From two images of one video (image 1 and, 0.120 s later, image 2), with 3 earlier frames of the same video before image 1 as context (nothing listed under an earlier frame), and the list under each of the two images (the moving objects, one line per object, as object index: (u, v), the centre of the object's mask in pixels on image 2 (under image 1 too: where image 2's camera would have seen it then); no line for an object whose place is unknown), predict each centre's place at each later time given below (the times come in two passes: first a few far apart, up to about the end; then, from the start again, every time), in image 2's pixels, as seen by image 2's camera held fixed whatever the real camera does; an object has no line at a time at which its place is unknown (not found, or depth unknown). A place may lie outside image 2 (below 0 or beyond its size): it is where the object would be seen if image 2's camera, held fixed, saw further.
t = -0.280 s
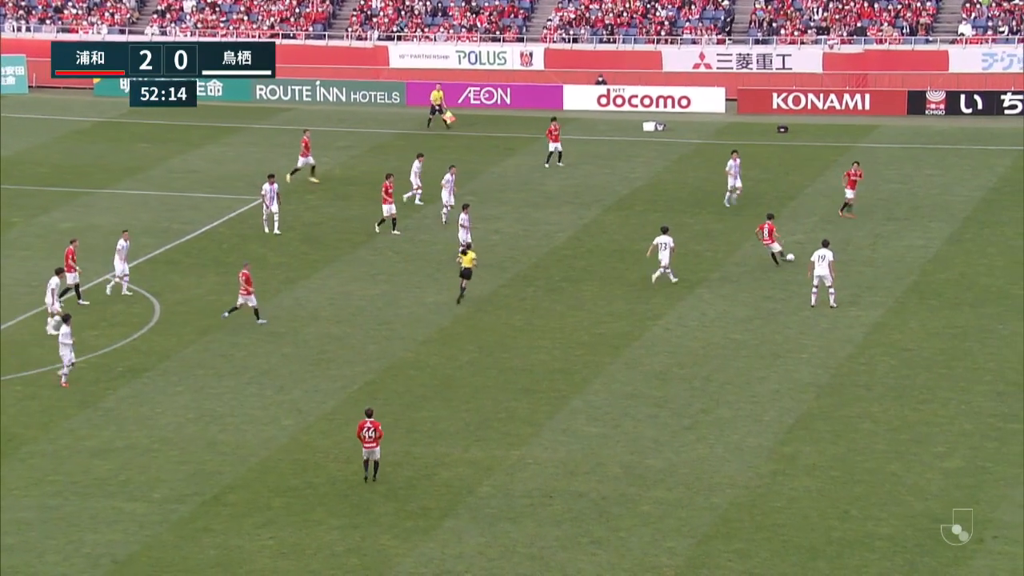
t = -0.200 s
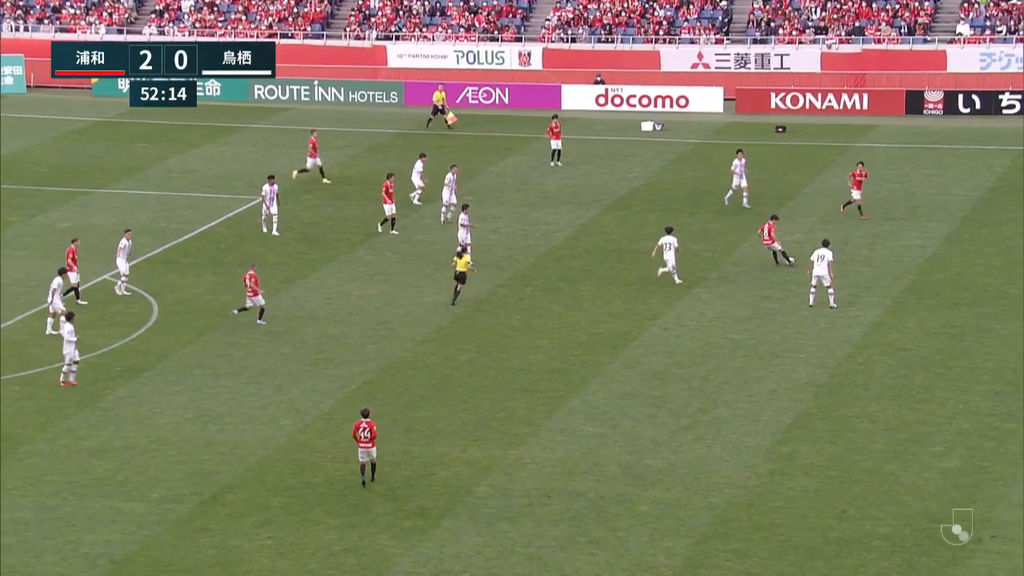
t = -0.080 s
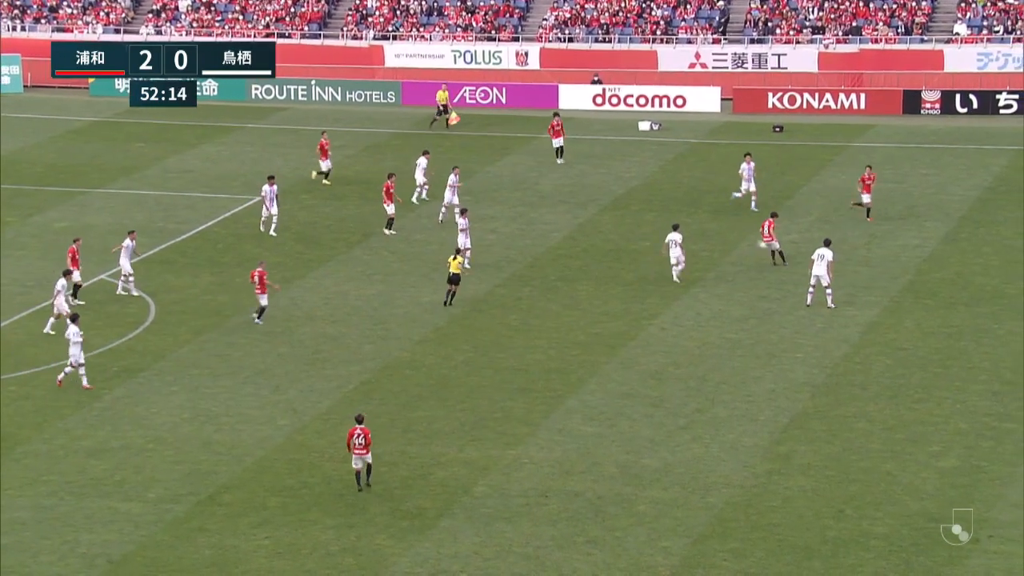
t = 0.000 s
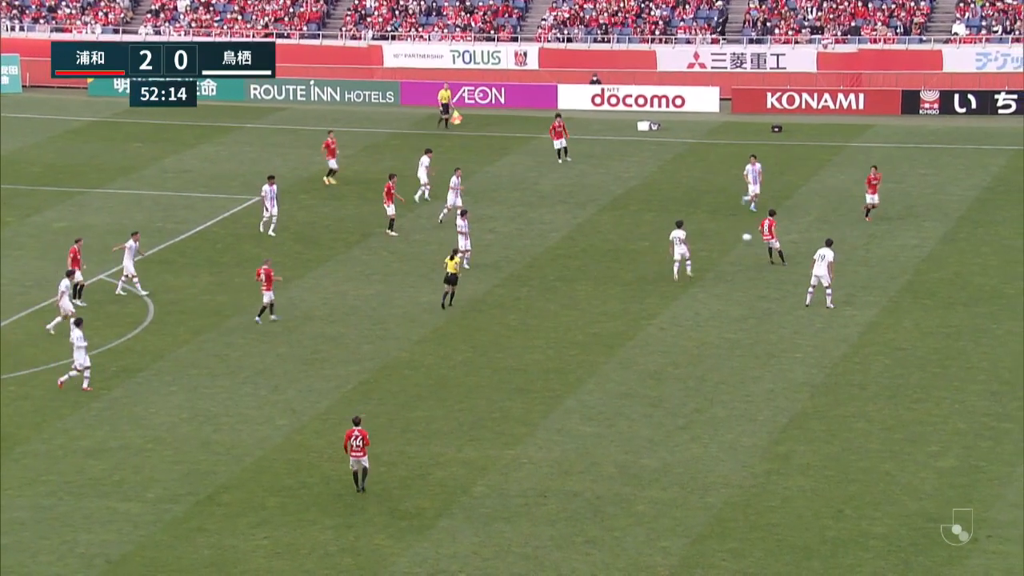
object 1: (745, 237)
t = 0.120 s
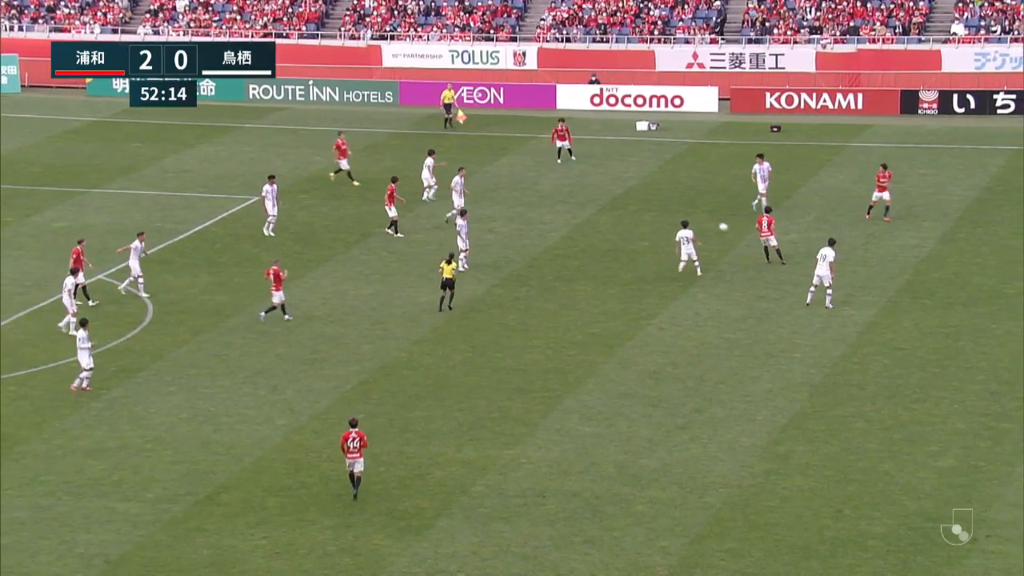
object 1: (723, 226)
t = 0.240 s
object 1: (702, 213)
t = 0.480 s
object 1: (663, 200)
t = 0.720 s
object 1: (629, 187)
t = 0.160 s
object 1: (716, 221)
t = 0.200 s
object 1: (709, 217)
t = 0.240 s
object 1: (702, 213)
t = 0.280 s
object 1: (696, 210)
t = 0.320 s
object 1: (689, 208)
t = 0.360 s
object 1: (682, 207)
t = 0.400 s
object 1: (676, 206)
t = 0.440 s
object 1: (669, 204)
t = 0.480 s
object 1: (663, 200)
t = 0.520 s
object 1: (657, 197)
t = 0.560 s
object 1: (652, 195)
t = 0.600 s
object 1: (646, 193)
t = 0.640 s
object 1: (639, 191)
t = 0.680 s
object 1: (634, 190)
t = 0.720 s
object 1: (629, 187)
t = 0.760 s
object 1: (624, 185)
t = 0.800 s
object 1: (619, 183)
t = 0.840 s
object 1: (614, 182)
